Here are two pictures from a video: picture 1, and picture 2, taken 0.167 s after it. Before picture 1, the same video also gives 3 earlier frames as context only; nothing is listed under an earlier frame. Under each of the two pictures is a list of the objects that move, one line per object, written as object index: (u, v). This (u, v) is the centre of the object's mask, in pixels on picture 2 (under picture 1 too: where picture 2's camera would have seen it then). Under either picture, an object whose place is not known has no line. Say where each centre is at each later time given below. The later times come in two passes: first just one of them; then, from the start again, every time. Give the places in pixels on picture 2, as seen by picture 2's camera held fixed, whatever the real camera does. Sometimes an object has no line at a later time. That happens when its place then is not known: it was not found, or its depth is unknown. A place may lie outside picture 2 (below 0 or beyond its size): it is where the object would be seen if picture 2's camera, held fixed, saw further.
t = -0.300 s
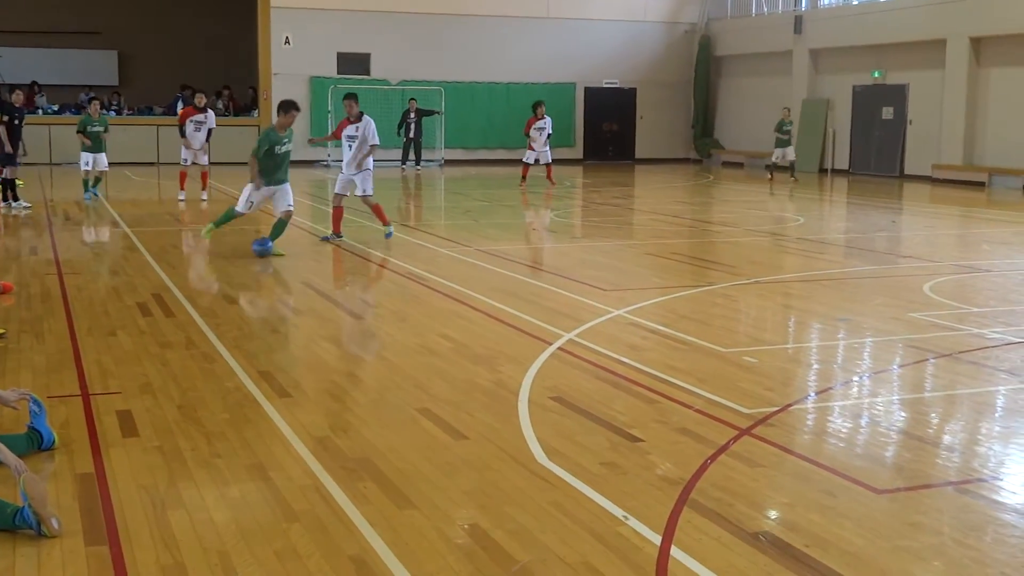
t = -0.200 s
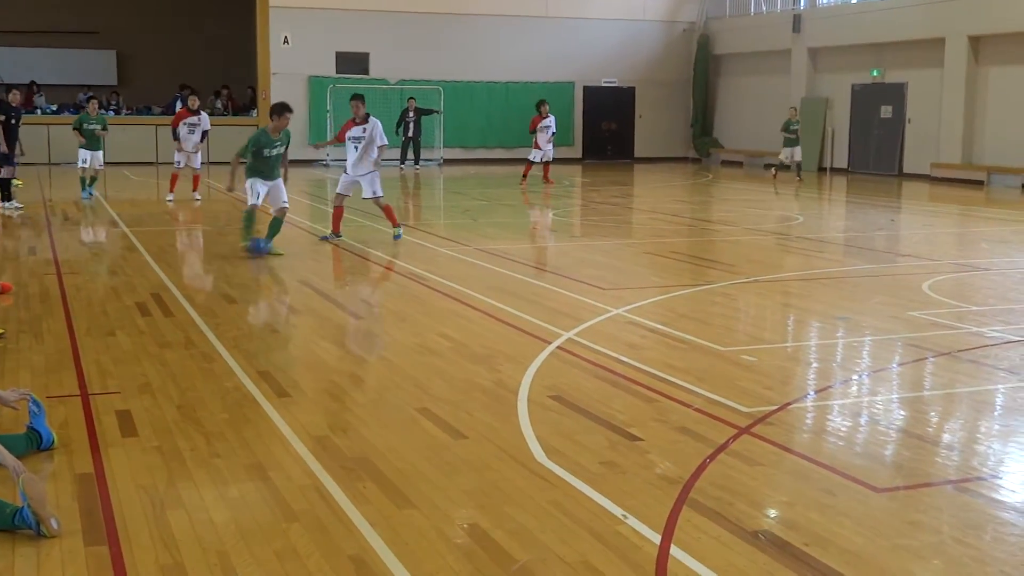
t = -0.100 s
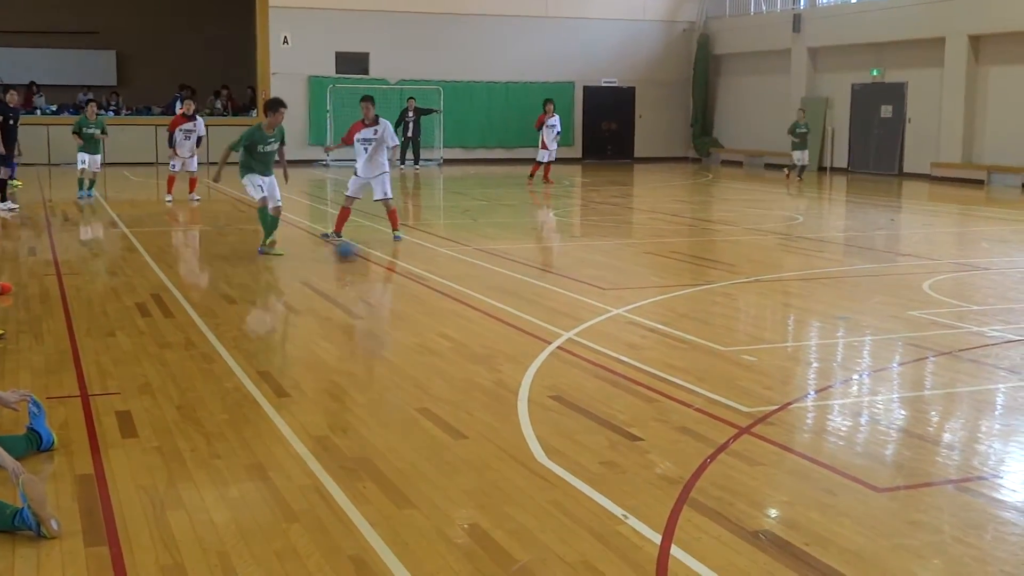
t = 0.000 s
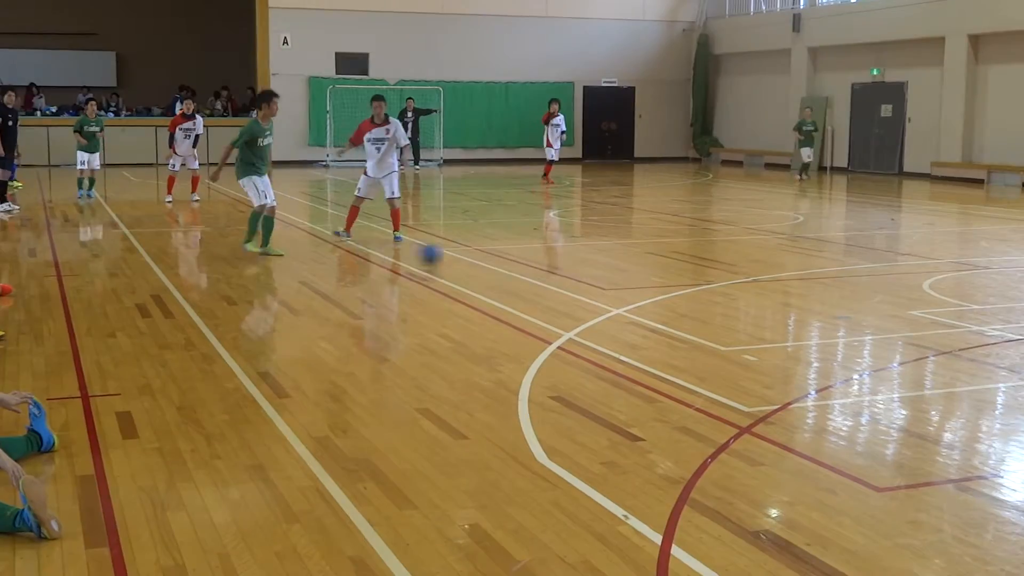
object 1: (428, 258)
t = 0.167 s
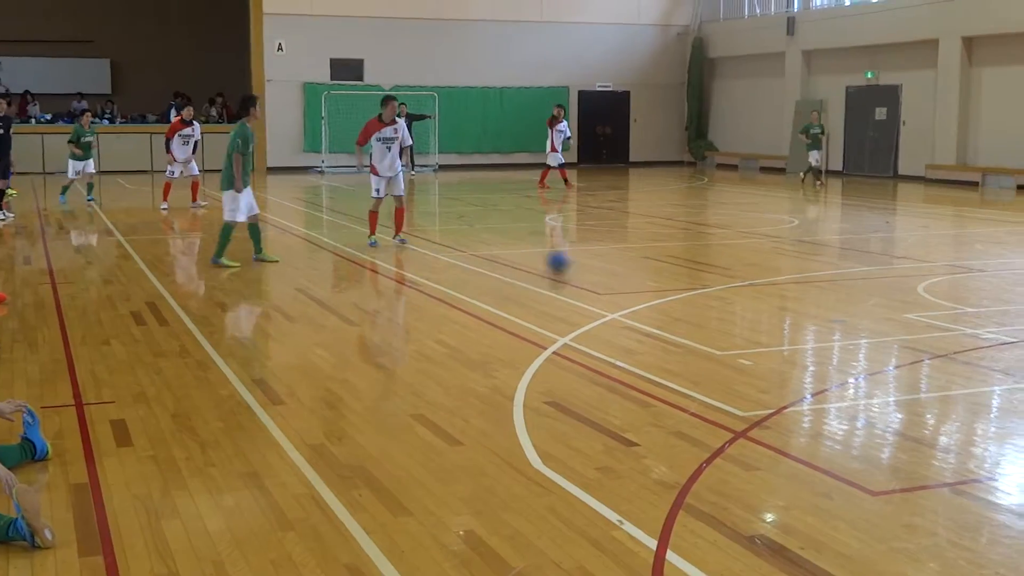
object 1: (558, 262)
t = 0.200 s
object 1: (583, 263)
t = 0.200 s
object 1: (583, 263)
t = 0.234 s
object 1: (609, 263)
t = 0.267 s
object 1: (633, 263)
